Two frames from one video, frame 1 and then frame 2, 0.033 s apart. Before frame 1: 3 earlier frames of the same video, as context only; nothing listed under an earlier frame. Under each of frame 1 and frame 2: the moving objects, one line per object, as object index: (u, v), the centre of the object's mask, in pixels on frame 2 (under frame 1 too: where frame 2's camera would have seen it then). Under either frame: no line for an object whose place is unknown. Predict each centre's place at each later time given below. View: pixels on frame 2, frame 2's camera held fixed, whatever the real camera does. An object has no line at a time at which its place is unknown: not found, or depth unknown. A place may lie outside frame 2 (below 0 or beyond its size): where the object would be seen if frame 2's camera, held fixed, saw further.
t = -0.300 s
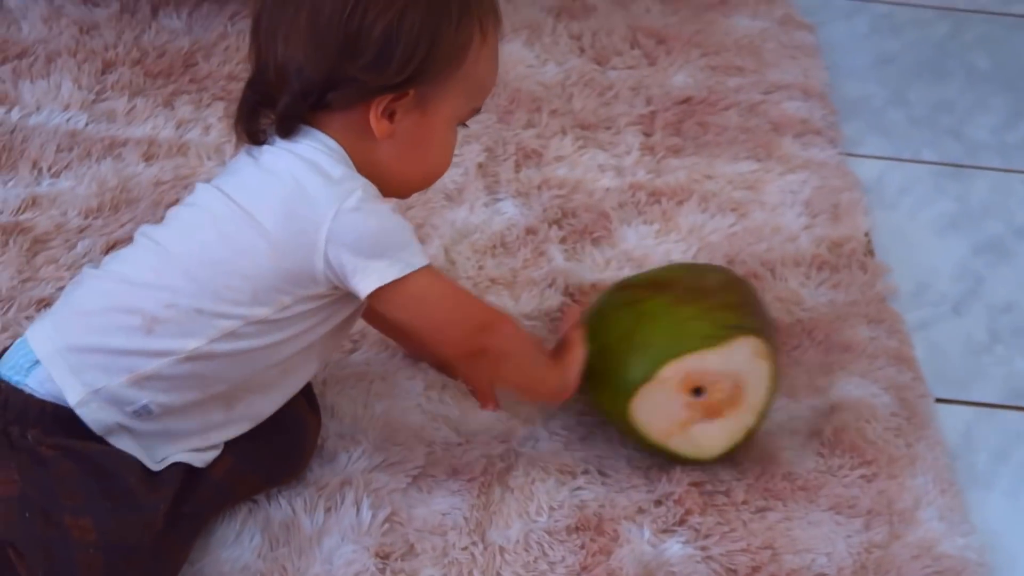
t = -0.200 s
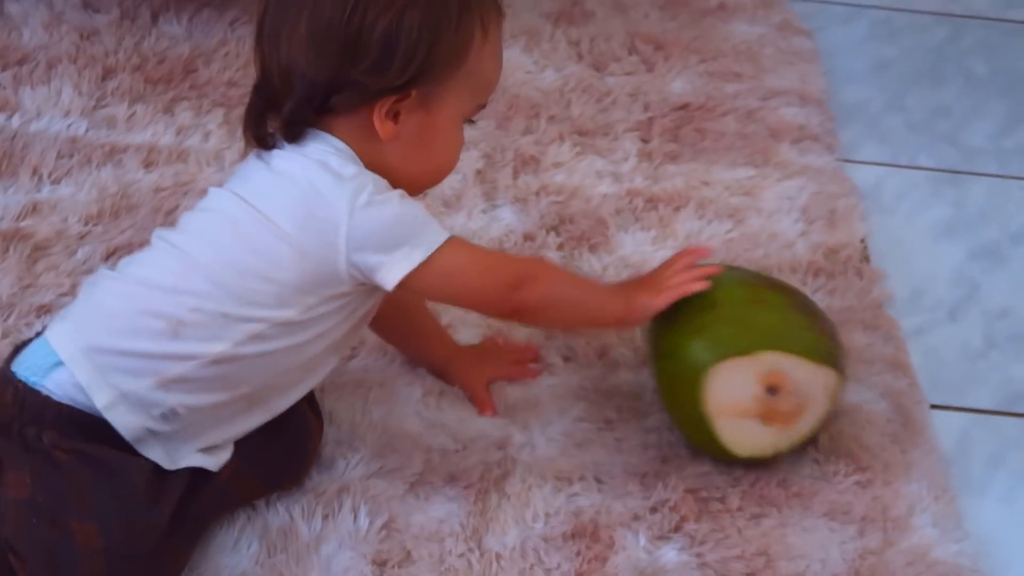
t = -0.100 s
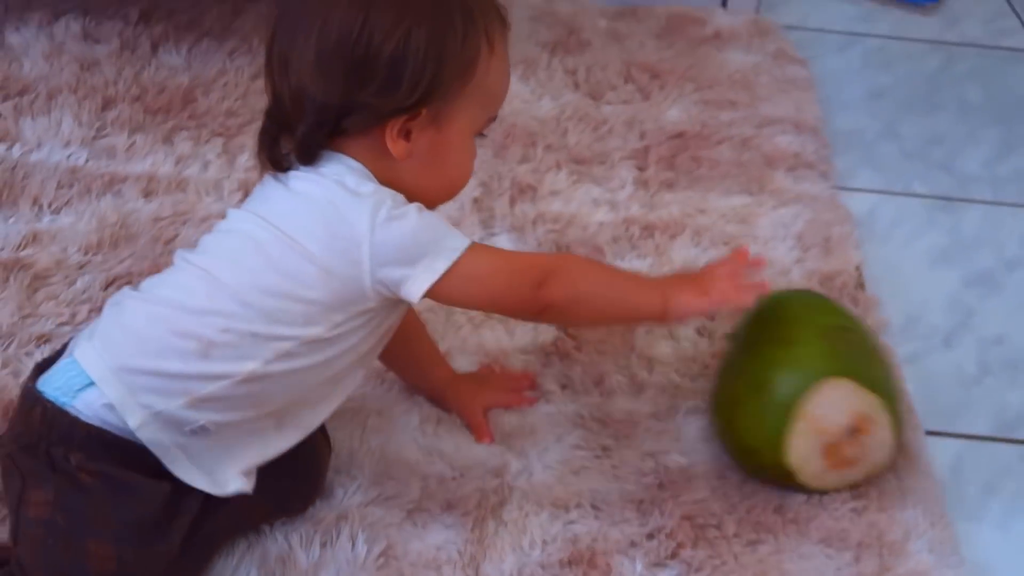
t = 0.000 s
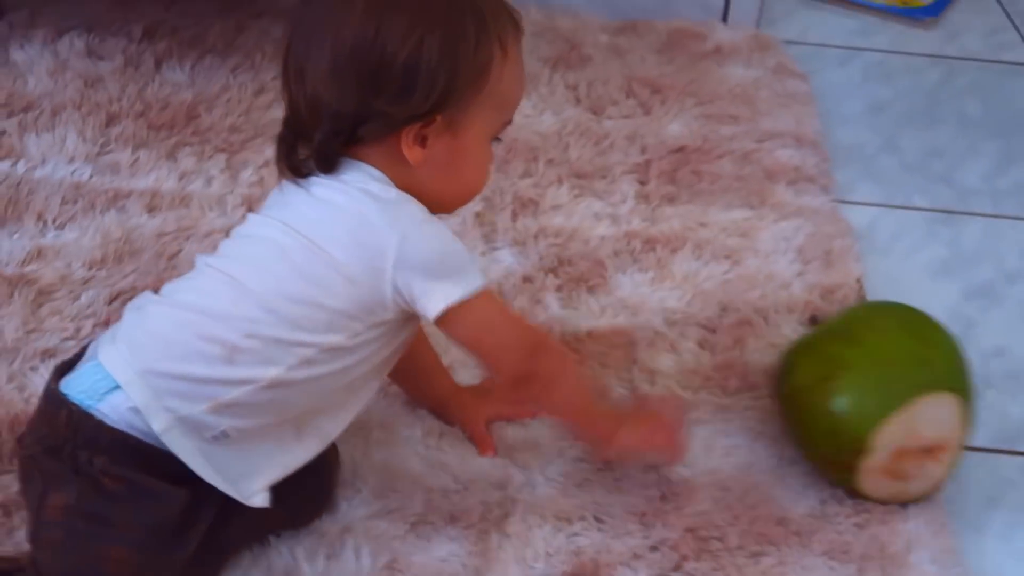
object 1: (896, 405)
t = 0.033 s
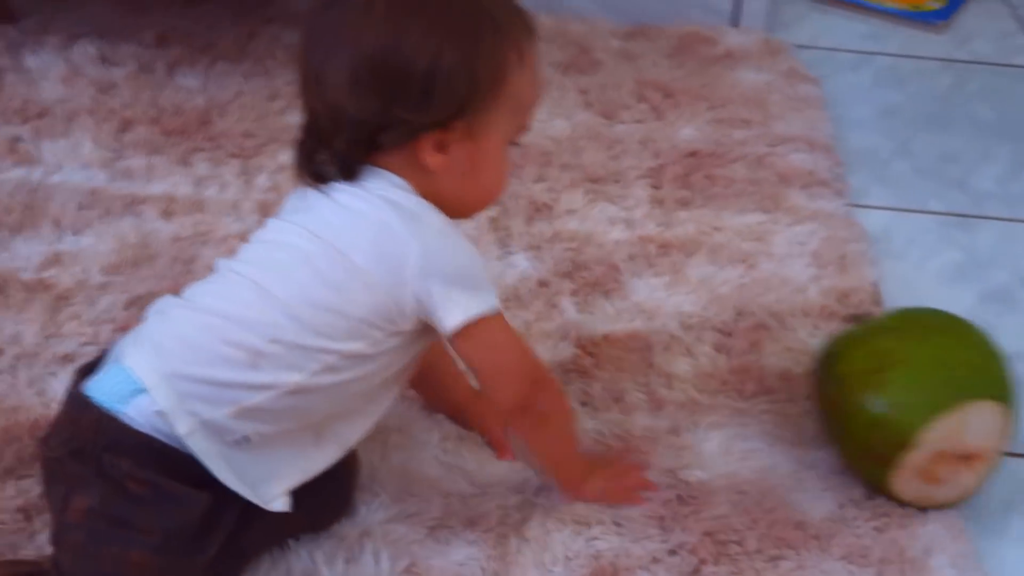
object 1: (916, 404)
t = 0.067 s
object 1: (928, 405)
